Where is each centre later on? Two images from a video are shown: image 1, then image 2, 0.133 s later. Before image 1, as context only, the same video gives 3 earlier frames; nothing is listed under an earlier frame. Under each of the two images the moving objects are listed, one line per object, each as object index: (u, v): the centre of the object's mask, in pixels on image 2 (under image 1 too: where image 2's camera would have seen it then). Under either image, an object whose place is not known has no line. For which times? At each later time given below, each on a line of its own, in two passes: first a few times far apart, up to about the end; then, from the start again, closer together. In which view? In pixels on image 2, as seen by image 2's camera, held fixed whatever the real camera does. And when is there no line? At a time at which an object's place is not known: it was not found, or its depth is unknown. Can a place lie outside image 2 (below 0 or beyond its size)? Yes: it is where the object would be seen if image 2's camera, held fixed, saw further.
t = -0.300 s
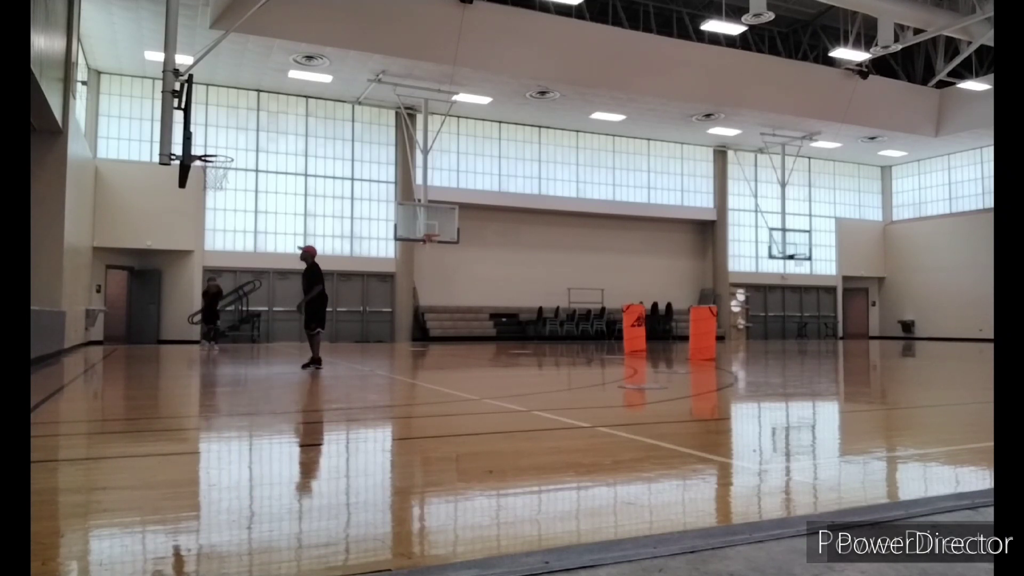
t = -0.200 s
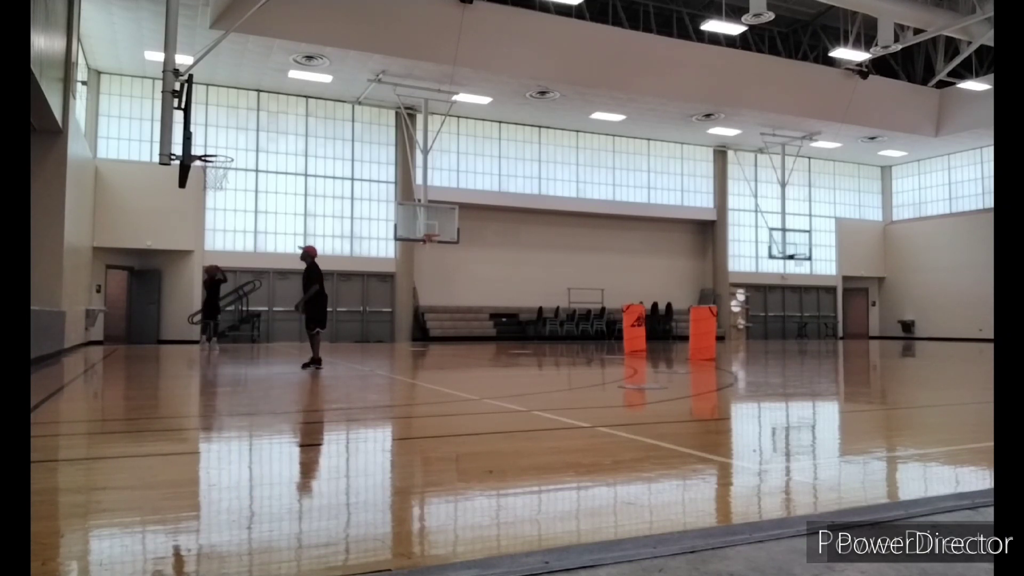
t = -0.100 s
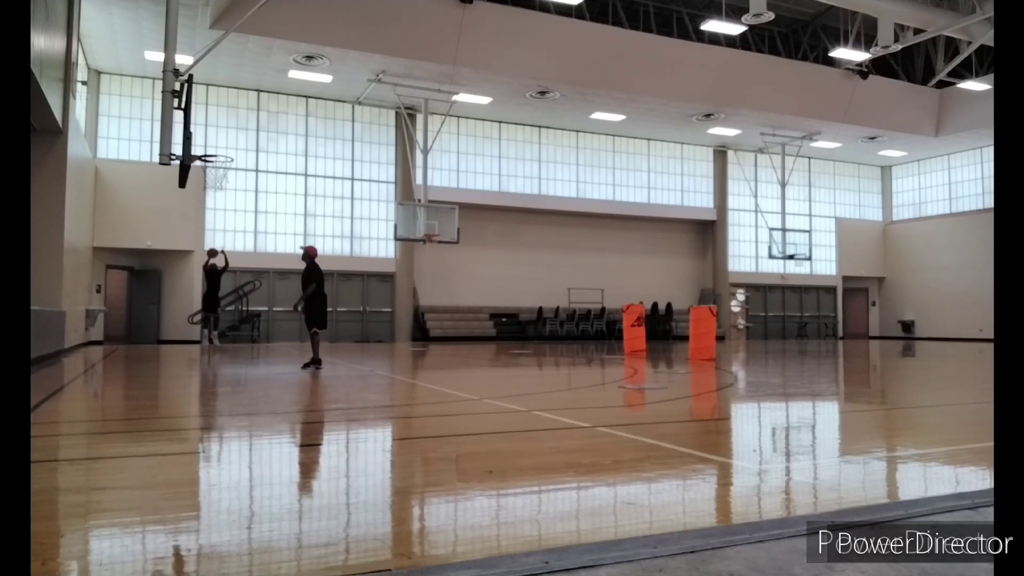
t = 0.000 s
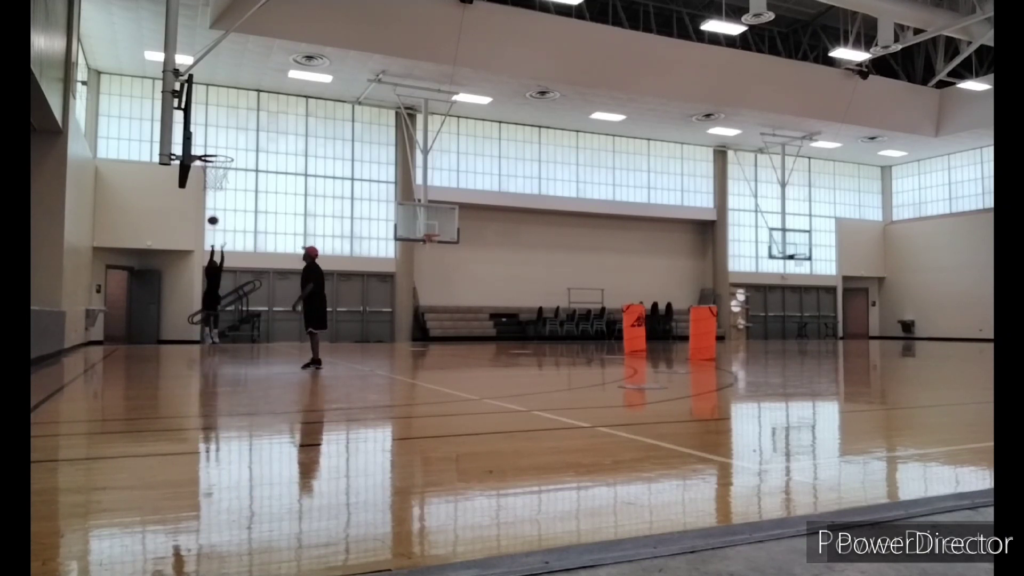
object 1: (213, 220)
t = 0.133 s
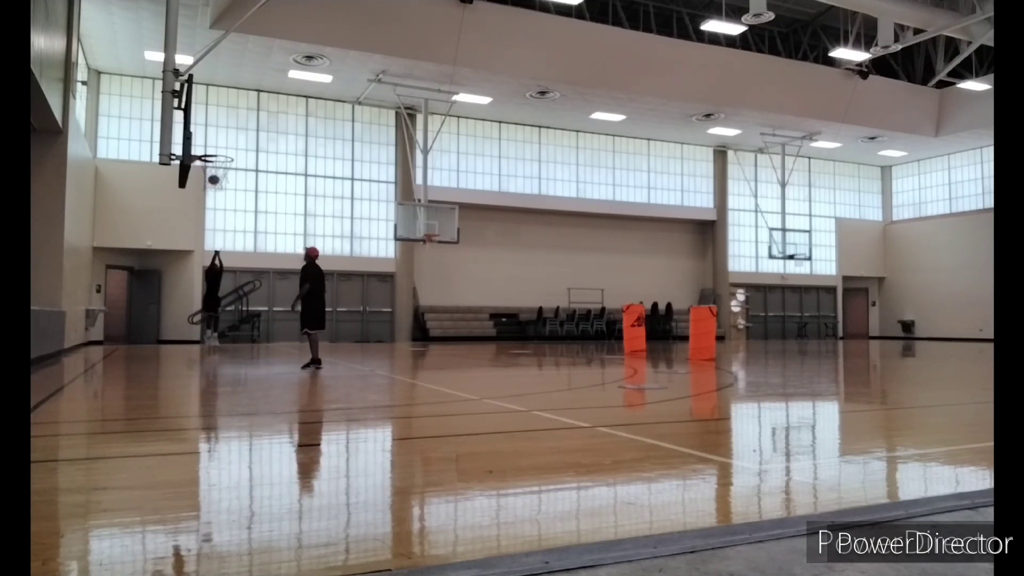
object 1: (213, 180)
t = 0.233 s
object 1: (214, 153)
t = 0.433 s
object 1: (215, 110)
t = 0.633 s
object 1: (216, 84)
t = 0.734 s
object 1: (216, 78)
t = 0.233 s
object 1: (214, 153)
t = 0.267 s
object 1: (214, 145)
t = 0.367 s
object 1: (215, 123)
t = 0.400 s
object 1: (215, 116)
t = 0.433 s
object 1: (215, 110)
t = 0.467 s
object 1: (215, 104)
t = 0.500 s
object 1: (215, 100)
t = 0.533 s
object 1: (215, 95)
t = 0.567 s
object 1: (216, 91)
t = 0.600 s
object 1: (216, 87)
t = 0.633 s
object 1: (216, 84)
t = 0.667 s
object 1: (216, 82)
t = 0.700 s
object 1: (216, 80)
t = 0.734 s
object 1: (216, 78)
